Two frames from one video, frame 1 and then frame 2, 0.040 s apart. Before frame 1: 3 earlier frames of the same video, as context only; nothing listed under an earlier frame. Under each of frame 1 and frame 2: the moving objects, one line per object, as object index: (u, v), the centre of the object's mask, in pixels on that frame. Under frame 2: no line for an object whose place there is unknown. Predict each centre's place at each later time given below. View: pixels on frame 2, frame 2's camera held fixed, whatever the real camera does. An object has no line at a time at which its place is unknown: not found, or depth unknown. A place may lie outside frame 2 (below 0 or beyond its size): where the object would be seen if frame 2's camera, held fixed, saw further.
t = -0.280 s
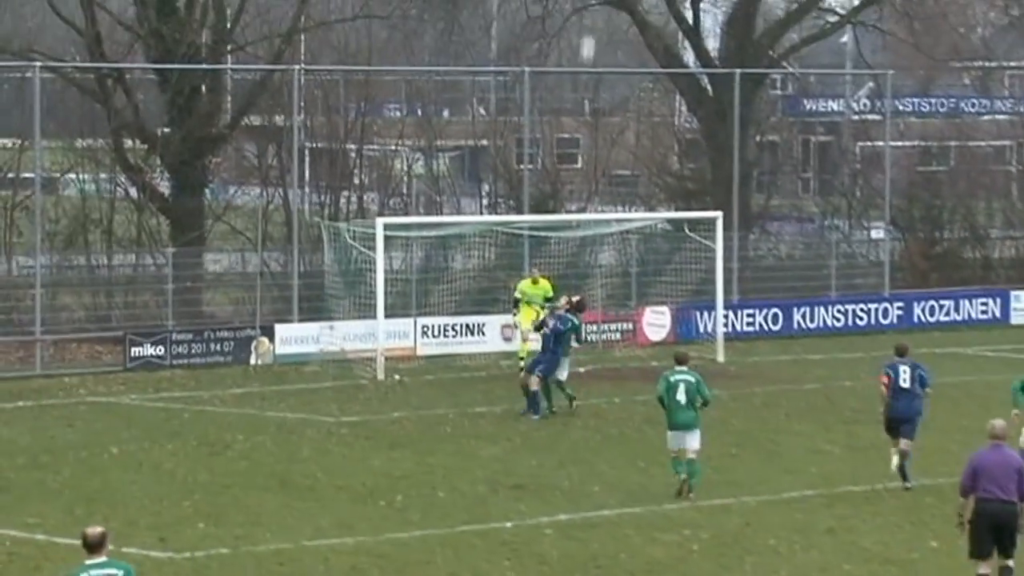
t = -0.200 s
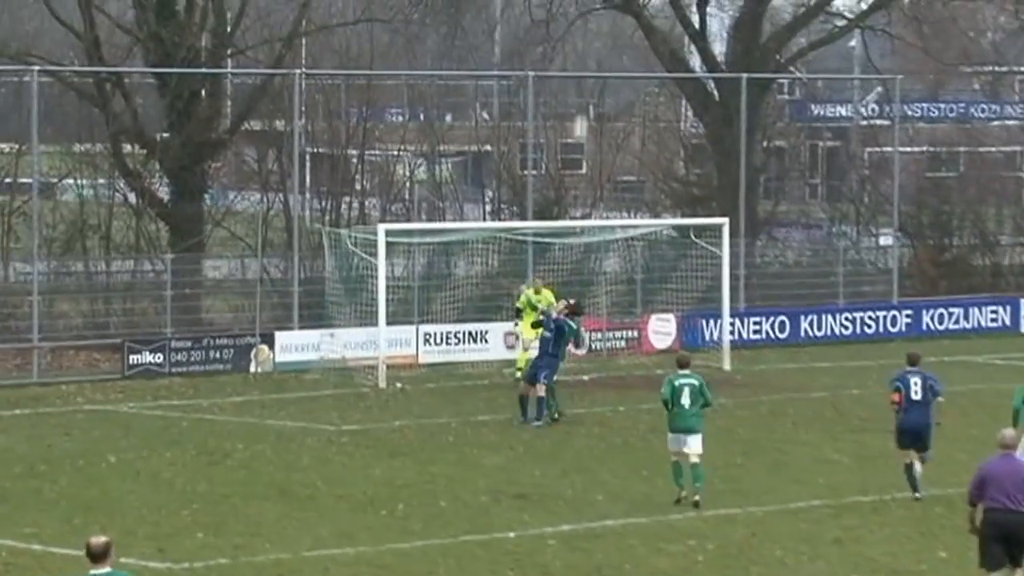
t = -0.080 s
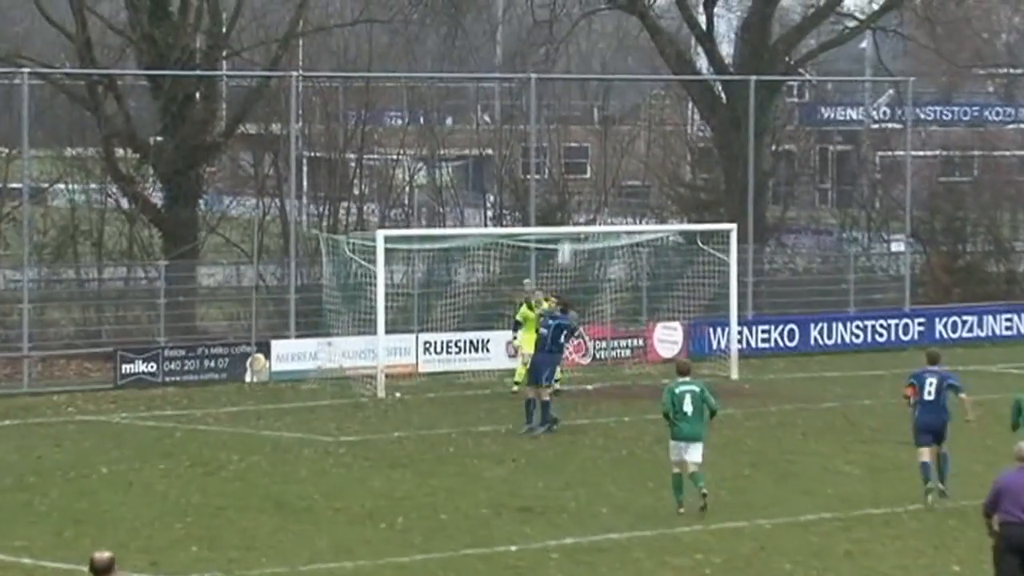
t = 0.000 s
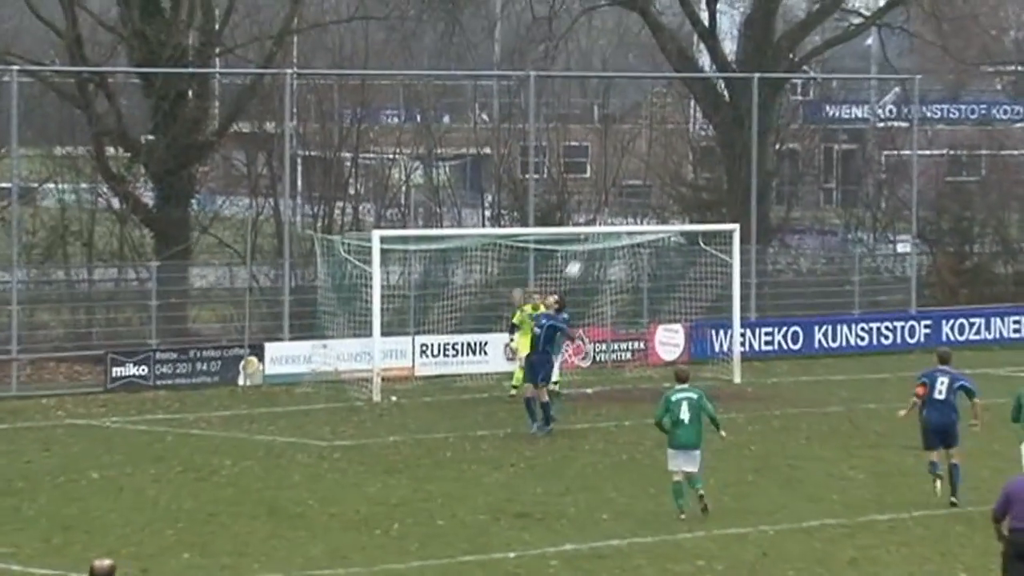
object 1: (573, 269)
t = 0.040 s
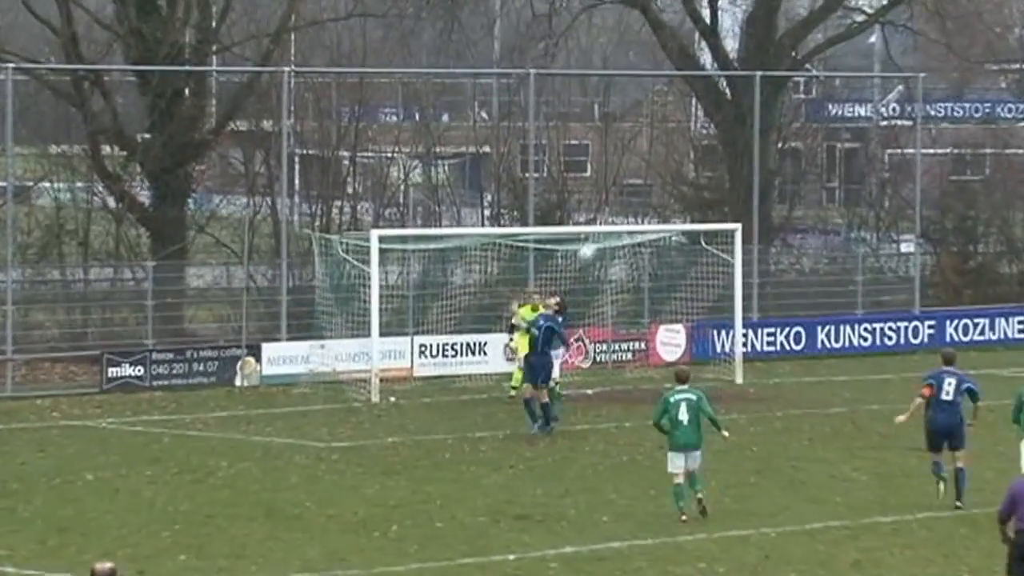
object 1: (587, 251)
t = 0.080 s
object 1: (599, 236)
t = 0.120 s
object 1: (614, 221)
